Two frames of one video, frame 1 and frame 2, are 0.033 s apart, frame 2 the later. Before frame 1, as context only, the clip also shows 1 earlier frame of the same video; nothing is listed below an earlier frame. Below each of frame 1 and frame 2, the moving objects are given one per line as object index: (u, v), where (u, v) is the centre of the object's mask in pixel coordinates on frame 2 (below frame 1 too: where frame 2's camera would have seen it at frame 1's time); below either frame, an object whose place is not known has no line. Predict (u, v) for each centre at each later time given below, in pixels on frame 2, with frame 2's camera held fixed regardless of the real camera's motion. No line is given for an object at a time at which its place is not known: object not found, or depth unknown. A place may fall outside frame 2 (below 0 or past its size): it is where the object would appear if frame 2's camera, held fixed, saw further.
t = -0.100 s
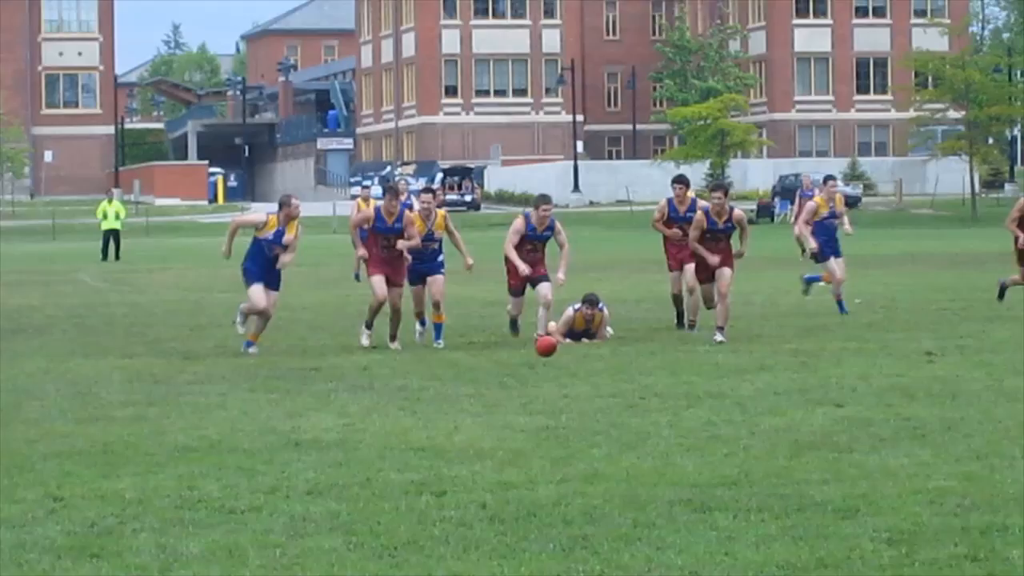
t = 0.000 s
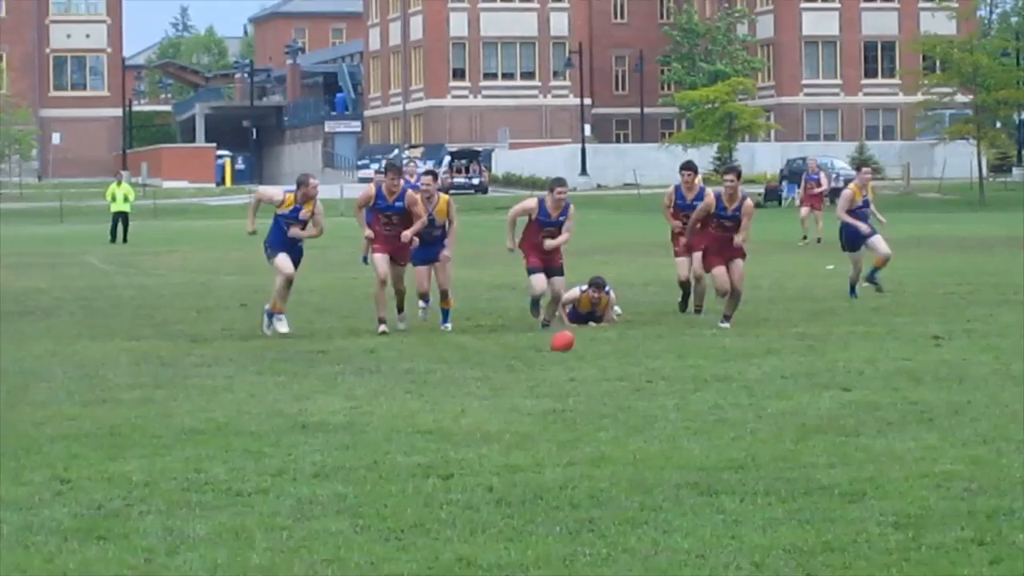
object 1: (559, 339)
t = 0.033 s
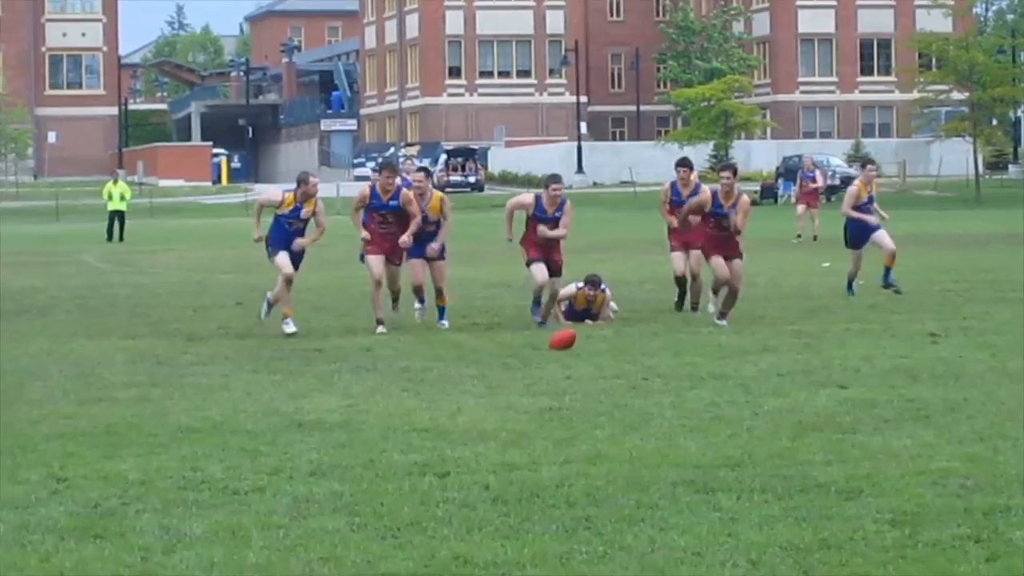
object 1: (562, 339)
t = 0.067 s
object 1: (567, 337)
